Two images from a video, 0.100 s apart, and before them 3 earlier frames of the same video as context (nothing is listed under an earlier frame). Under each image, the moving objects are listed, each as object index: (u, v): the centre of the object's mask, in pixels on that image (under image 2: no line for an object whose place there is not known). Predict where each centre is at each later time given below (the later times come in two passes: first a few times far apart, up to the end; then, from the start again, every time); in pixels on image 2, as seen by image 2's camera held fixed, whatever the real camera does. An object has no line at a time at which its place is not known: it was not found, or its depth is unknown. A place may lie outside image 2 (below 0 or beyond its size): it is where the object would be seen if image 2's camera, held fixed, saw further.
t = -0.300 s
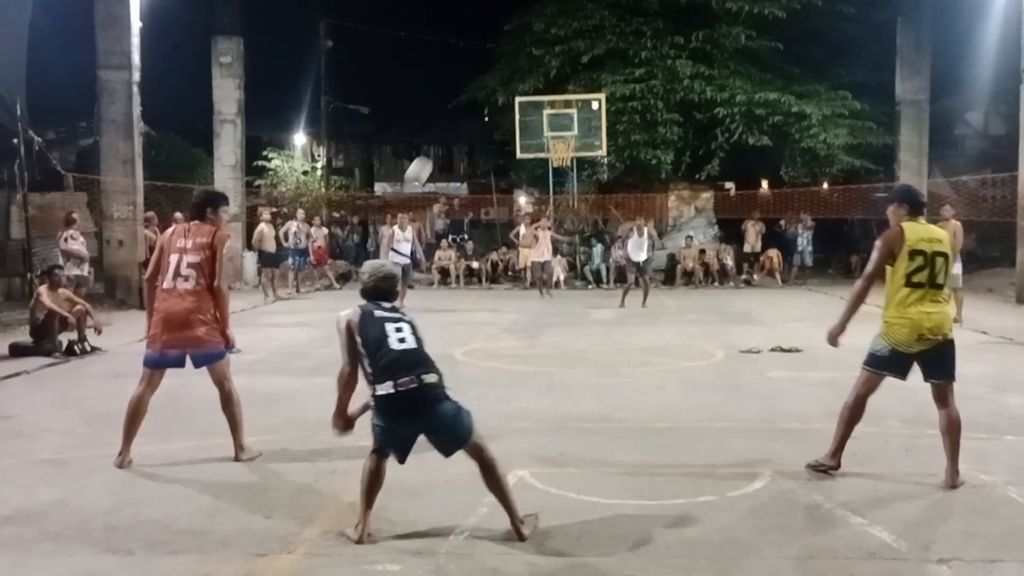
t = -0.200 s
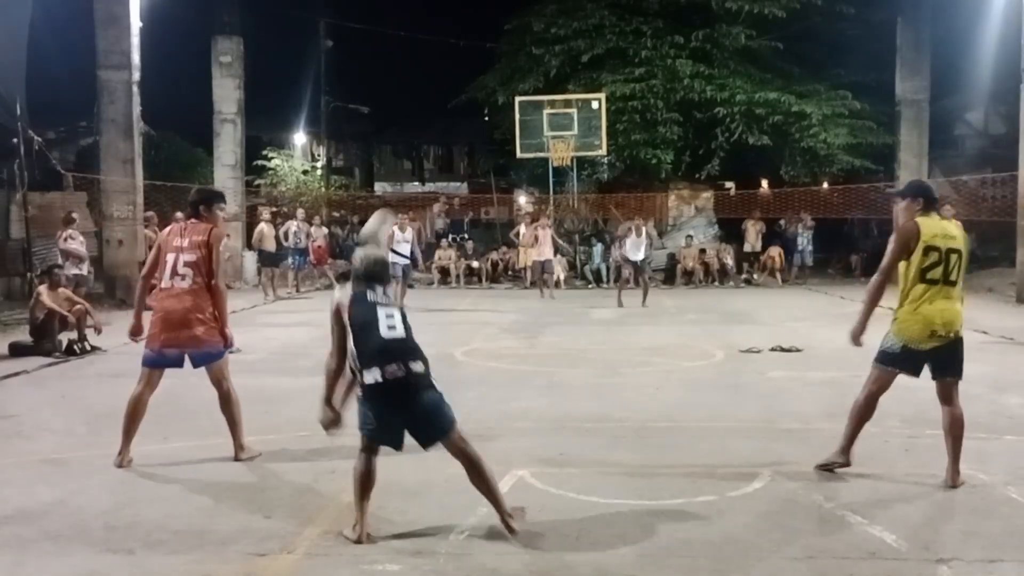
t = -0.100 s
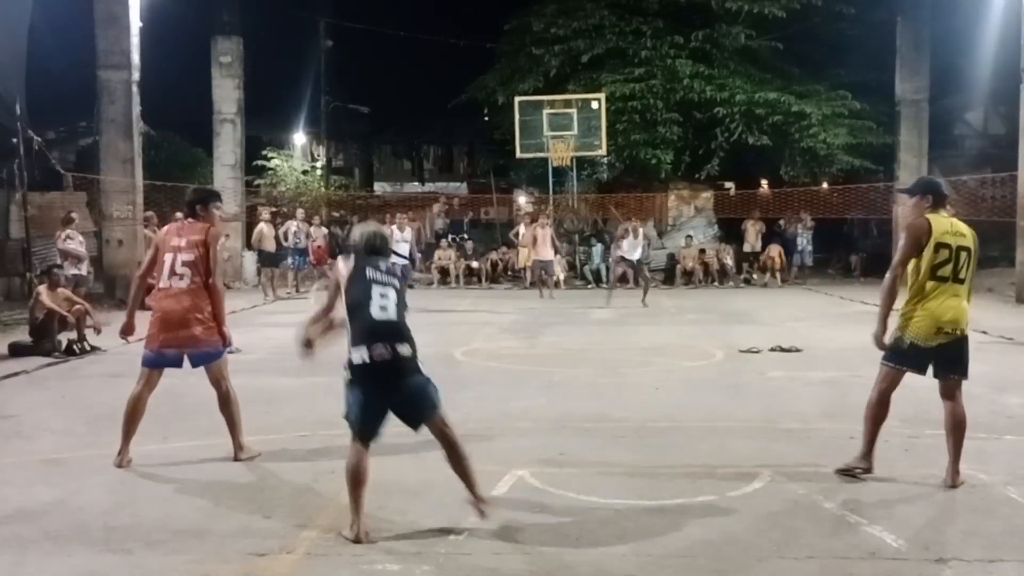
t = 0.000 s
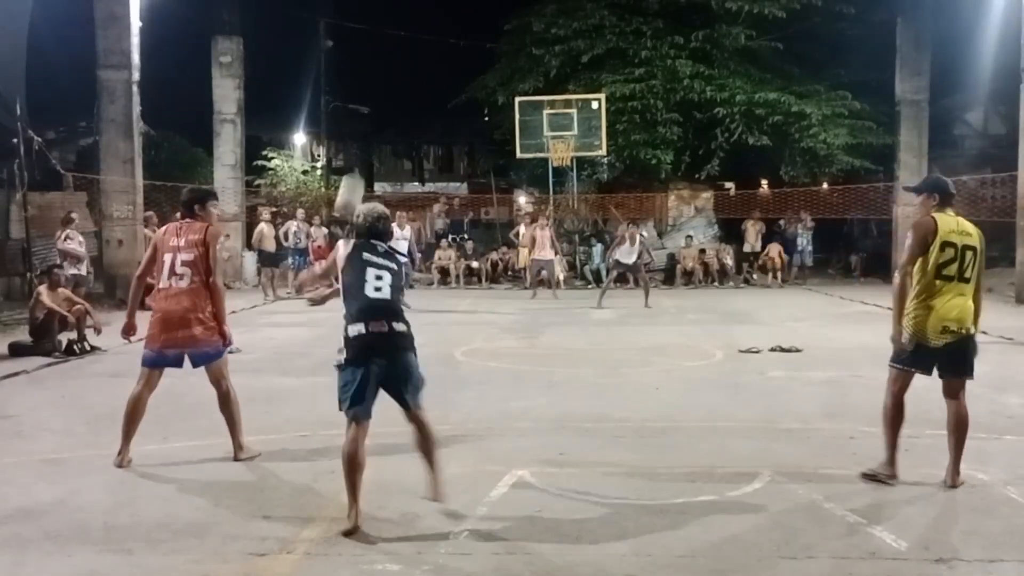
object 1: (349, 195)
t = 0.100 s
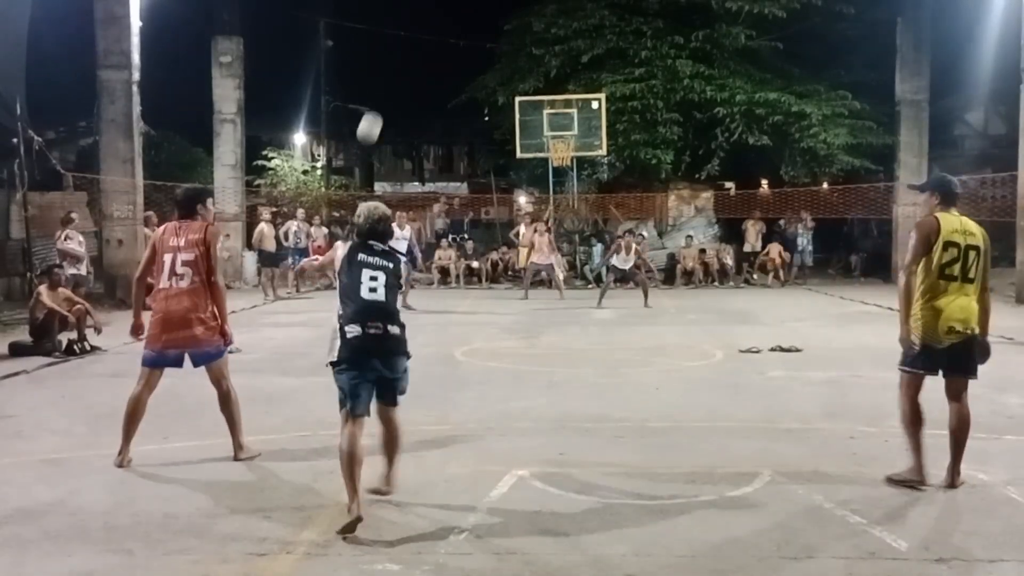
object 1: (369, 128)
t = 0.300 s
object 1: (397, 72)
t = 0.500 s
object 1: (416, 74)
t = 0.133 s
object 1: (375, 113)
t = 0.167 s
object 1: (380, 100)
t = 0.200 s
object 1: (385, 90)
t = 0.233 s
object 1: (389, 83)
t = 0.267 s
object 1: (393, 77)
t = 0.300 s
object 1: (397, 72)
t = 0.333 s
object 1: (400, 69)
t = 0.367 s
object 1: (404, 68)
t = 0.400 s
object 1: (407, 68)
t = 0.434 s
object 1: (410, 69)
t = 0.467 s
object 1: (413, 71)
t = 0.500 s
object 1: (416, 74)
